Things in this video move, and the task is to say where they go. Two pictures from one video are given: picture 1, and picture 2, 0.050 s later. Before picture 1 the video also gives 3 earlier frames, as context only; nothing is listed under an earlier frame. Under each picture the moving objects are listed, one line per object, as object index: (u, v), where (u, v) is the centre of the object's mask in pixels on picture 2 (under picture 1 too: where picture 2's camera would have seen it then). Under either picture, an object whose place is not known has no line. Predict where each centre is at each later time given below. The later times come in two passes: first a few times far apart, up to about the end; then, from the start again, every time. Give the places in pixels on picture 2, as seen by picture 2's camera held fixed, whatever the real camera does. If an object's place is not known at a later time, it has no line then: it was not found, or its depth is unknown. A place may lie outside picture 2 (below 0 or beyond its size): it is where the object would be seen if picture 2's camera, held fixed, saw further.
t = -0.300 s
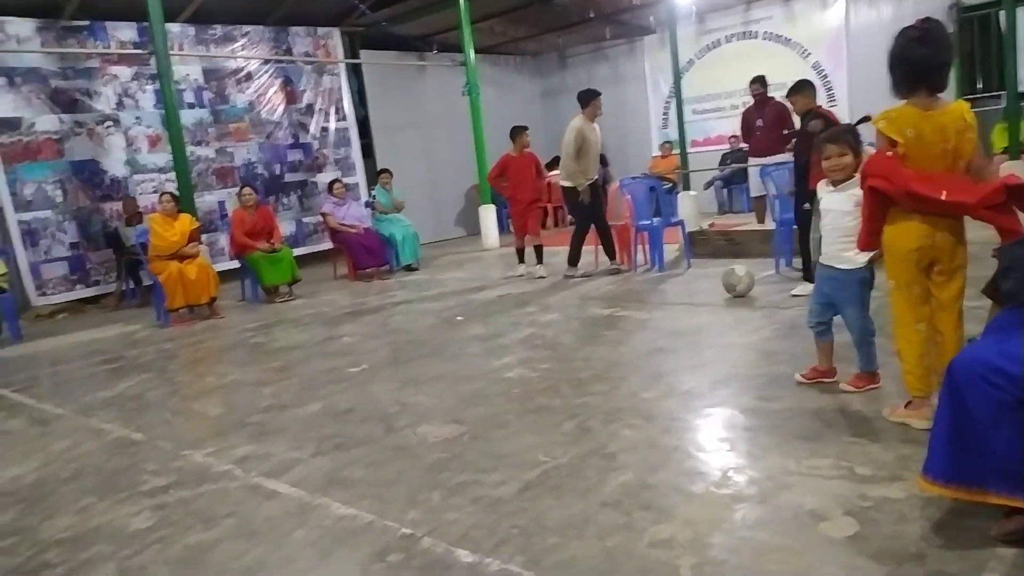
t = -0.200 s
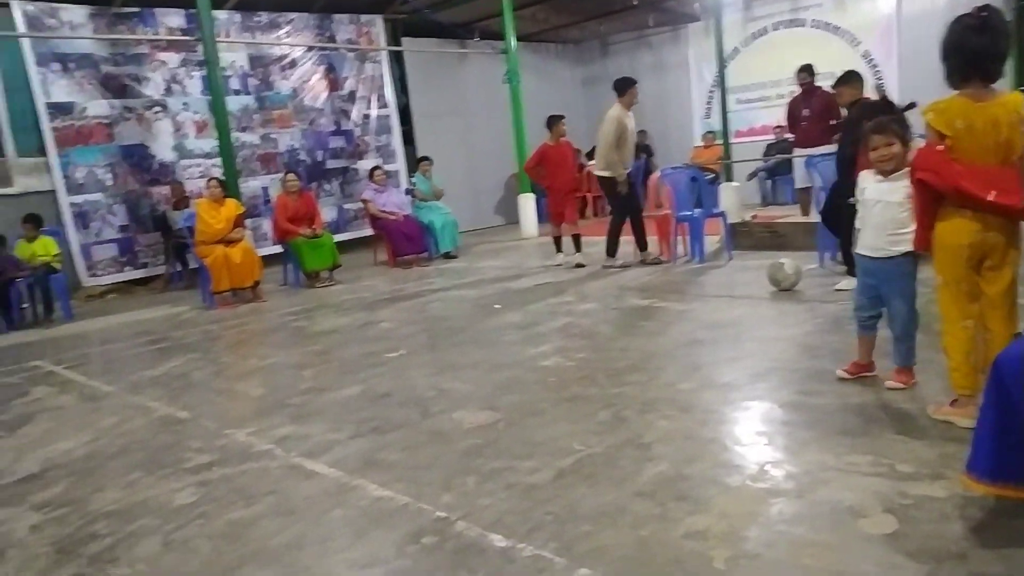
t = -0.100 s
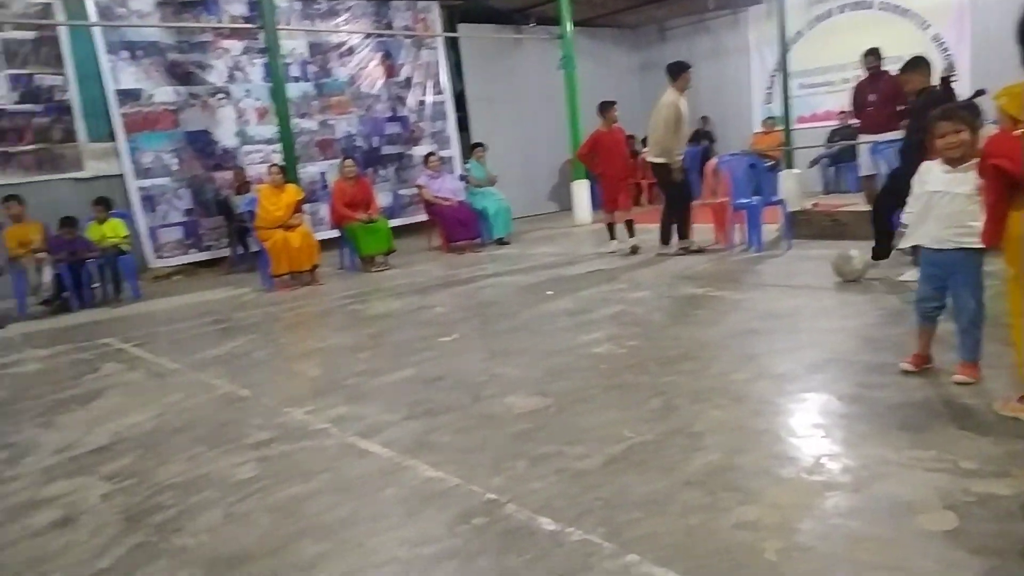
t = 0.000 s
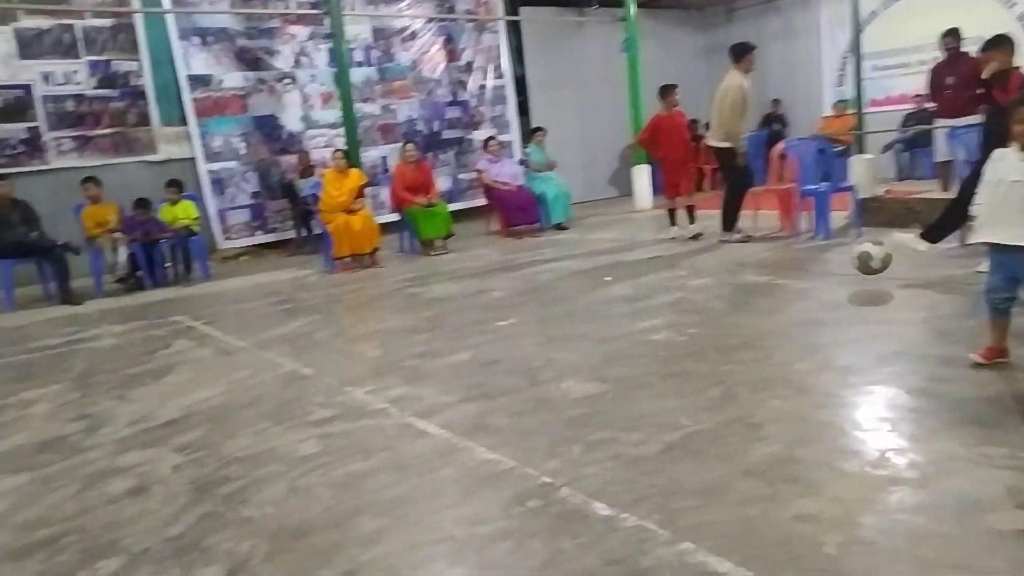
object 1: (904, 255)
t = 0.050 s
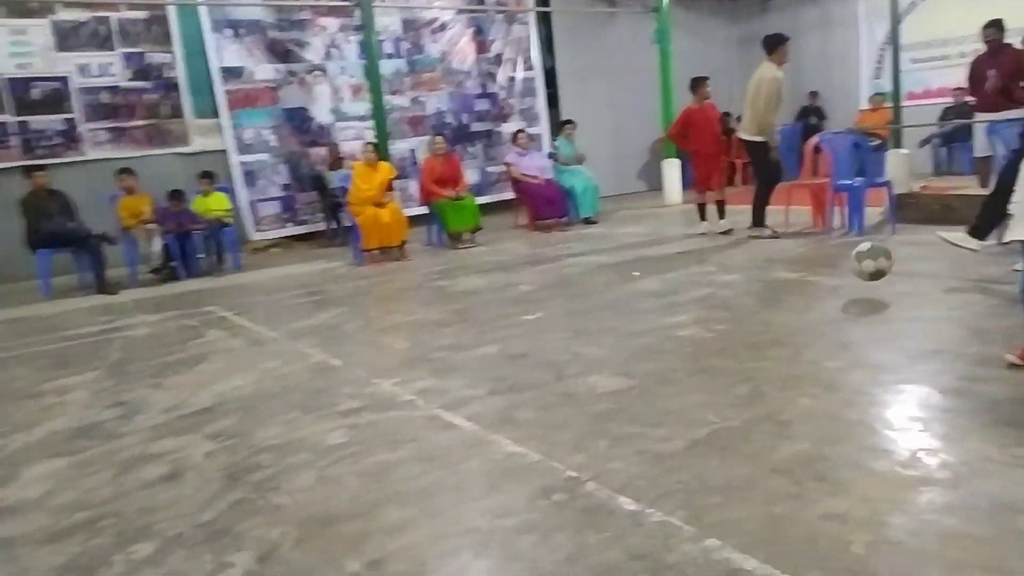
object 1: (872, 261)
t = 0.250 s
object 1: (718, 312)
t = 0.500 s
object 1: (489, 383)
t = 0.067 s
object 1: (859, 265)
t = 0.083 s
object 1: (847, 269)
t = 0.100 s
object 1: (835, 274)
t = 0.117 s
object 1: (823, 279)
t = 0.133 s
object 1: (810, 284)
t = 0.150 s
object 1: (797, 293)
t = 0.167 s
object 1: (784, 298)
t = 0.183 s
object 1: (770, 300)
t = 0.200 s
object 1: (757, 302)
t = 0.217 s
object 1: (745, 304)
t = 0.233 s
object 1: (731, 307)
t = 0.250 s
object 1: (718, 312)
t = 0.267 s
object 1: (704, 316)
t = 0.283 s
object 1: (690, 321)
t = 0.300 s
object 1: (676, 328)
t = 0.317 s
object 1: (662, 332)
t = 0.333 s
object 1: (648, 334)
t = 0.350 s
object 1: (635, 336)
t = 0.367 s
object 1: (620, 339)
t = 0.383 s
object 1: (606, 341)
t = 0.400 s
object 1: (590, 346)
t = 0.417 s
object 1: (577, 348)
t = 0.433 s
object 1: (558, 357)
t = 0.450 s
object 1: (540, 364)
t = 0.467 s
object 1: (523, 371)
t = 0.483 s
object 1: (504, 379)
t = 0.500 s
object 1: (489, 383)
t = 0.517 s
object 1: (475, 384)
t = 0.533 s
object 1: (459, 387)
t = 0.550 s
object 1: (444, 390)
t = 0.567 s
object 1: (428, 394)
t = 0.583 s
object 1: (411, 397)
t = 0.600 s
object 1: (394, 403)
